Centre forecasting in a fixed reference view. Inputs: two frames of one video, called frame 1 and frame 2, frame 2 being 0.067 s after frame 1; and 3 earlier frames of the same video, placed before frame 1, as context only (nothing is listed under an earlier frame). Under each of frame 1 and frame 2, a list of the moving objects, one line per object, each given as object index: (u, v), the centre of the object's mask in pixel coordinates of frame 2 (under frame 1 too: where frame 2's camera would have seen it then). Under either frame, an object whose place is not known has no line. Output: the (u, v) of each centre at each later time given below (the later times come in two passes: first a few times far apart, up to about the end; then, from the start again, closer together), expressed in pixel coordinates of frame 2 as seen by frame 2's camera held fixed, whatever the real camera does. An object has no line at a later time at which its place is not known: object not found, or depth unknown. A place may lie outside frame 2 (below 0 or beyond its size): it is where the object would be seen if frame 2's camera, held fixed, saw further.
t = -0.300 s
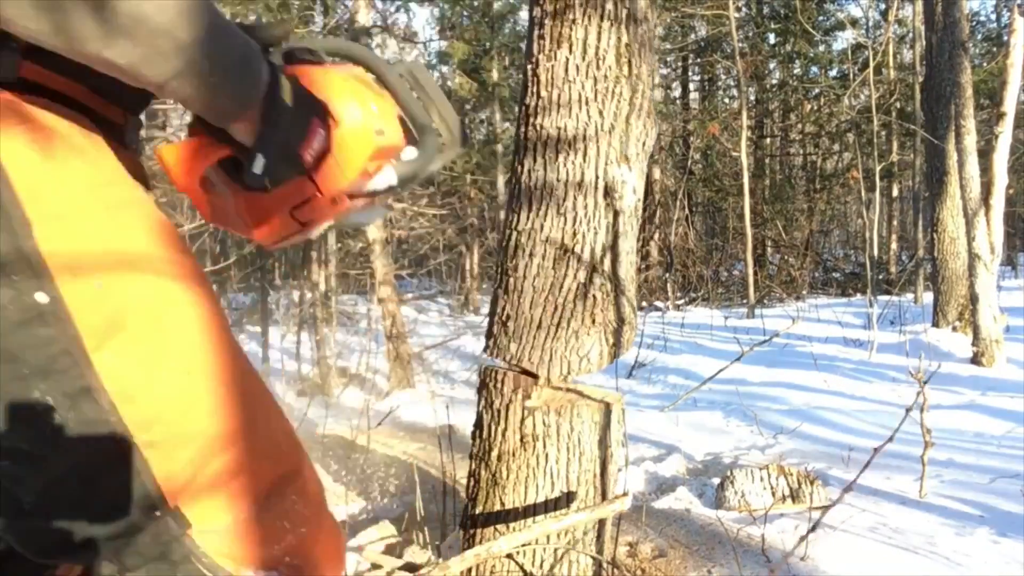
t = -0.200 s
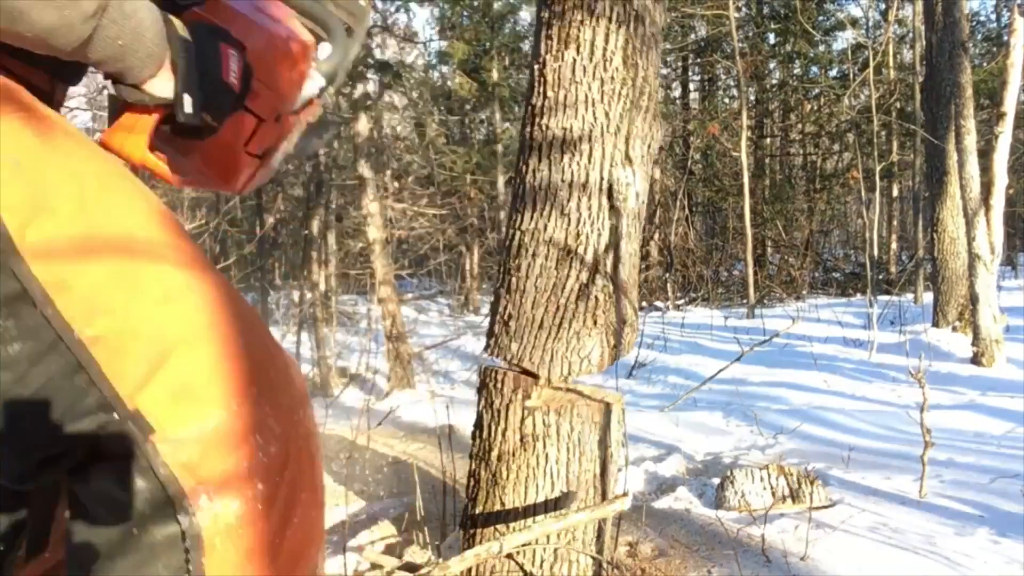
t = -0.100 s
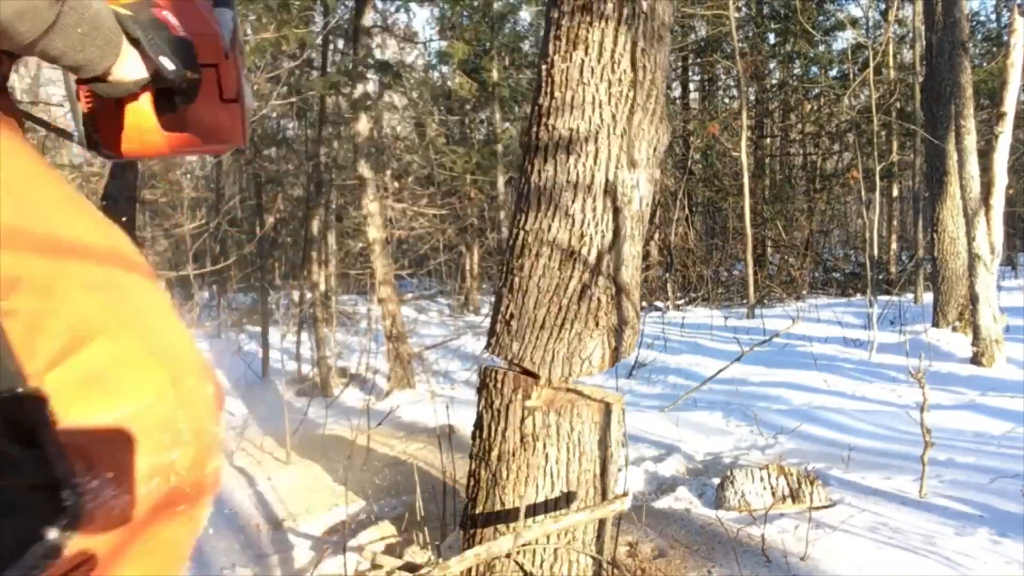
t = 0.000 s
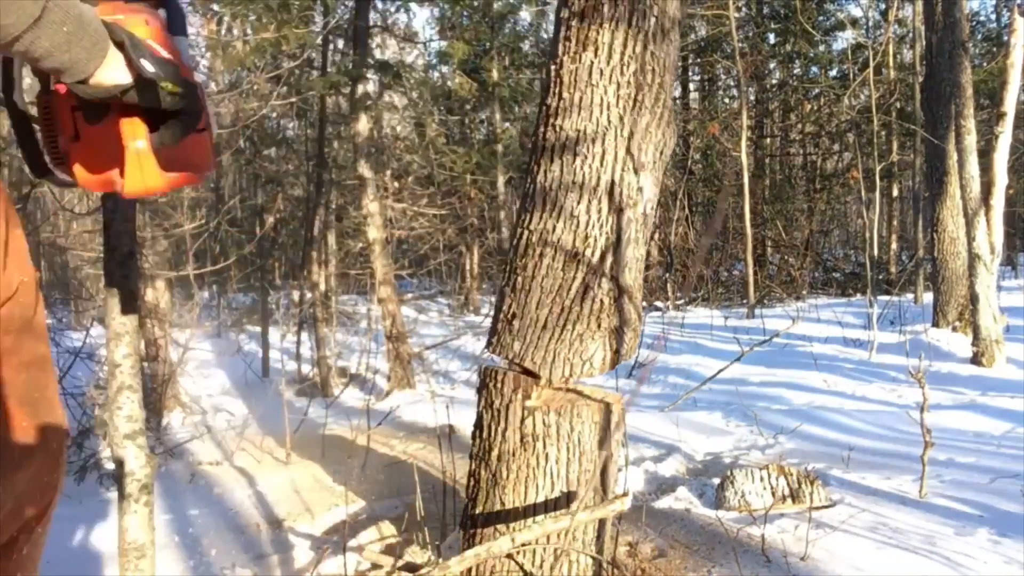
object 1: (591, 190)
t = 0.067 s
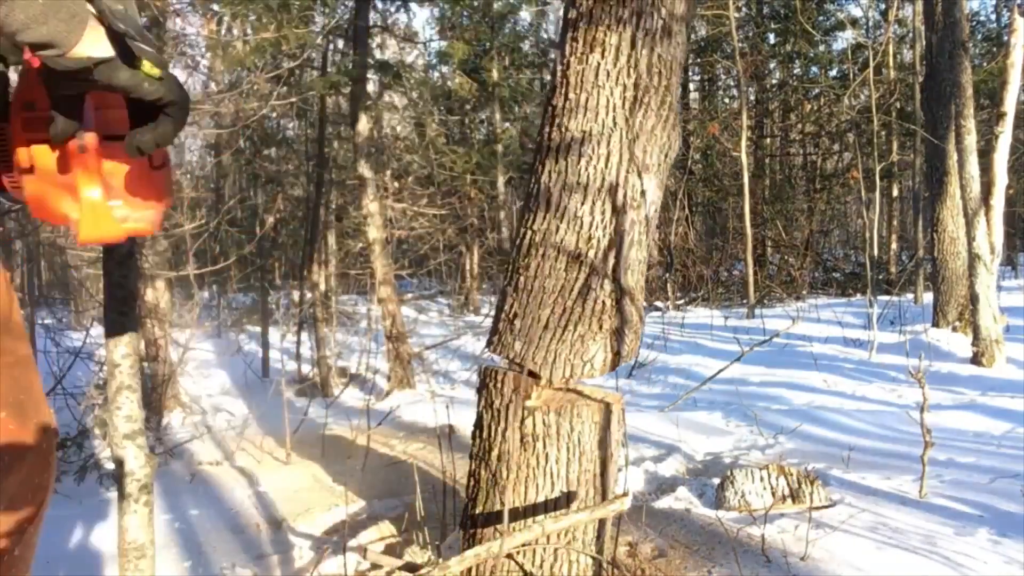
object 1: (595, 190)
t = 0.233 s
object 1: (607, 192)
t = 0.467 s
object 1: (627, 193)
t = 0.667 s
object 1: (648, 194)
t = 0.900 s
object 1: (674, 197)
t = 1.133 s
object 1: (708, 197)
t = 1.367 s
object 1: (774, 199)
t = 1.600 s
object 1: (869, 299)
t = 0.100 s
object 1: (597, 191)
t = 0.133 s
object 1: (599, 191)
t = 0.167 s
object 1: (601, 192)
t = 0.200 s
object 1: (603, 192)
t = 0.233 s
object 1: (607, 192)
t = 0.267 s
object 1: (609, 193)
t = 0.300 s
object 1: (612, 192)
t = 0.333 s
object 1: (614, 192)
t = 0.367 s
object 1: (617, 192)
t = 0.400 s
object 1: (621, 193)
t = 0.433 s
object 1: (625, 193)
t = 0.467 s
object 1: (627, 193)
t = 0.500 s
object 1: (630, 194)
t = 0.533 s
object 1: (634, 194)
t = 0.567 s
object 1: (637, 195)
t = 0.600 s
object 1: (640, 195)
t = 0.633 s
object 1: (644, 194)
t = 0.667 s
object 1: (648, 194)
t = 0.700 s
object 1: (652, 196)
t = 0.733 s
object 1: (655, 196)
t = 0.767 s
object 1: (659, 196)
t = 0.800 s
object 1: (662, 196)
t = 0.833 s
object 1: (666, 197)
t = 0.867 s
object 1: (670, 197)
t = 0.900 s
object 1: (674, 197)
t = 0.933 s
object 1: (679, 197)
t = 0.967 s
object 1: (683, 197)
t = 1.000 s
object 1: (687, 197)
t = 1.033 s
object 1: (692, 197)
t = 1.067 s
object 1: (696, 197)
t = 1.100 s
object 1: (702, 194)
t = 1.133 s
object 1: (708, 197)
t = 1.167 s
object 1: (712, 195)
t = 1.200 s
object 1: (719, 195)
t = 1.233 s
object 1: (724, 194)
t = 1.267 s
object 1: (732, 195)
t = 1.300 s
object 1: (743, 196)
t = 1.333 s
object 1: (759, 198)
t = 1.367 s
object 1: (774, 199)
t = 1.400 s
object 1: (786, 204)
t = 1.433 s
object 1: (798, 207)
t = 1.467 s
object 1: (810, 211)
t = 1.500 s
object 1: (822, 219)
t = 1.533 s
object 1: (838, 235)
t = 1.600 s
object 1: (869, 299)
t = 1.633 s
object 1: (889, 336)
